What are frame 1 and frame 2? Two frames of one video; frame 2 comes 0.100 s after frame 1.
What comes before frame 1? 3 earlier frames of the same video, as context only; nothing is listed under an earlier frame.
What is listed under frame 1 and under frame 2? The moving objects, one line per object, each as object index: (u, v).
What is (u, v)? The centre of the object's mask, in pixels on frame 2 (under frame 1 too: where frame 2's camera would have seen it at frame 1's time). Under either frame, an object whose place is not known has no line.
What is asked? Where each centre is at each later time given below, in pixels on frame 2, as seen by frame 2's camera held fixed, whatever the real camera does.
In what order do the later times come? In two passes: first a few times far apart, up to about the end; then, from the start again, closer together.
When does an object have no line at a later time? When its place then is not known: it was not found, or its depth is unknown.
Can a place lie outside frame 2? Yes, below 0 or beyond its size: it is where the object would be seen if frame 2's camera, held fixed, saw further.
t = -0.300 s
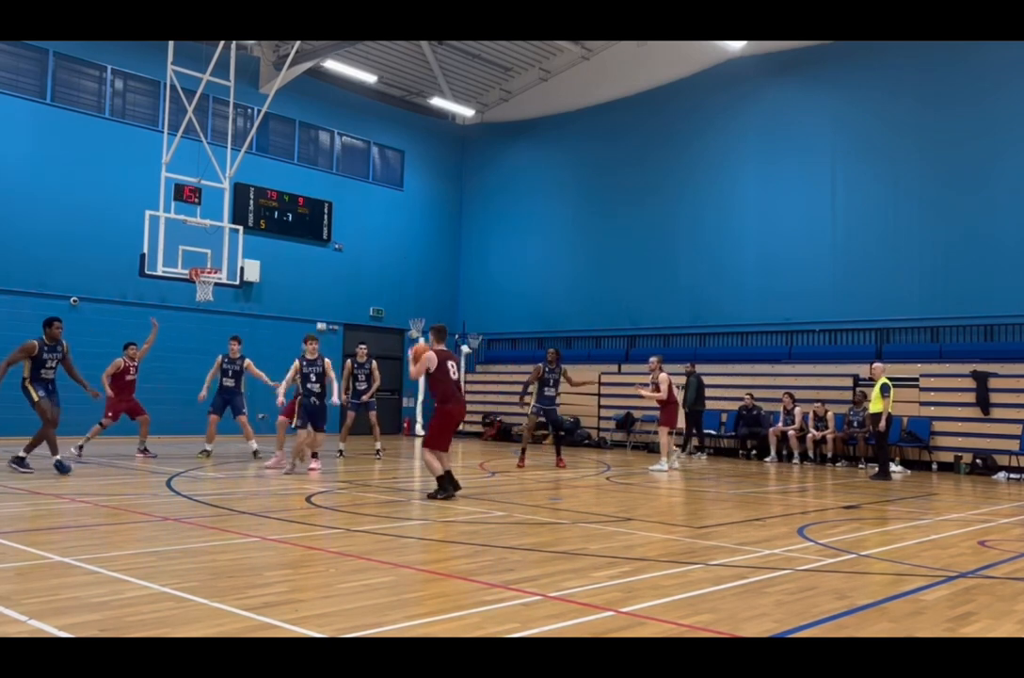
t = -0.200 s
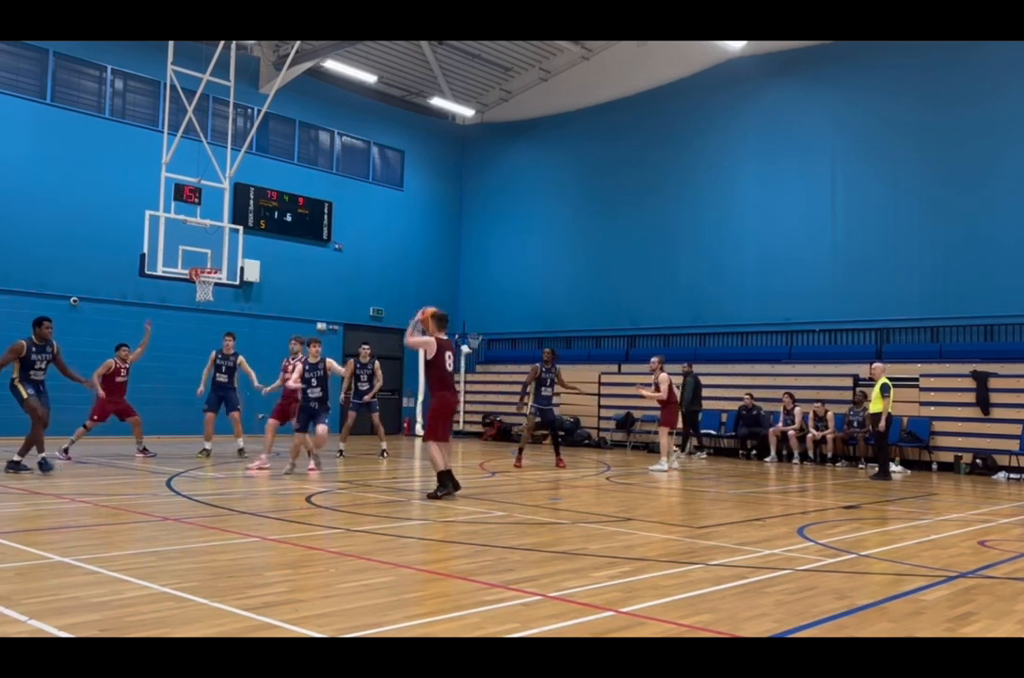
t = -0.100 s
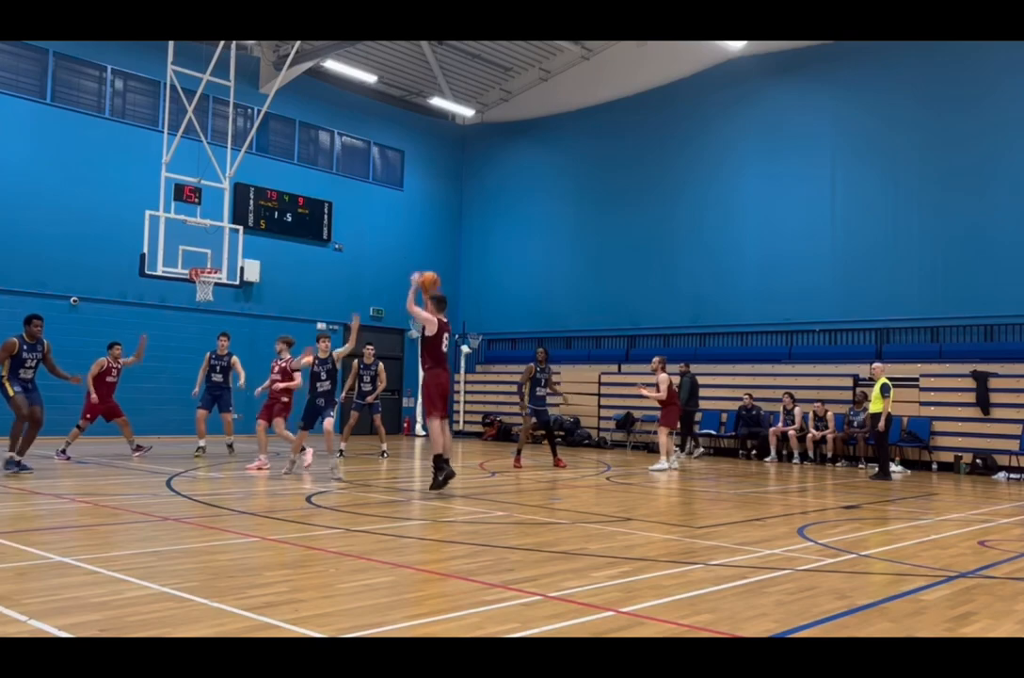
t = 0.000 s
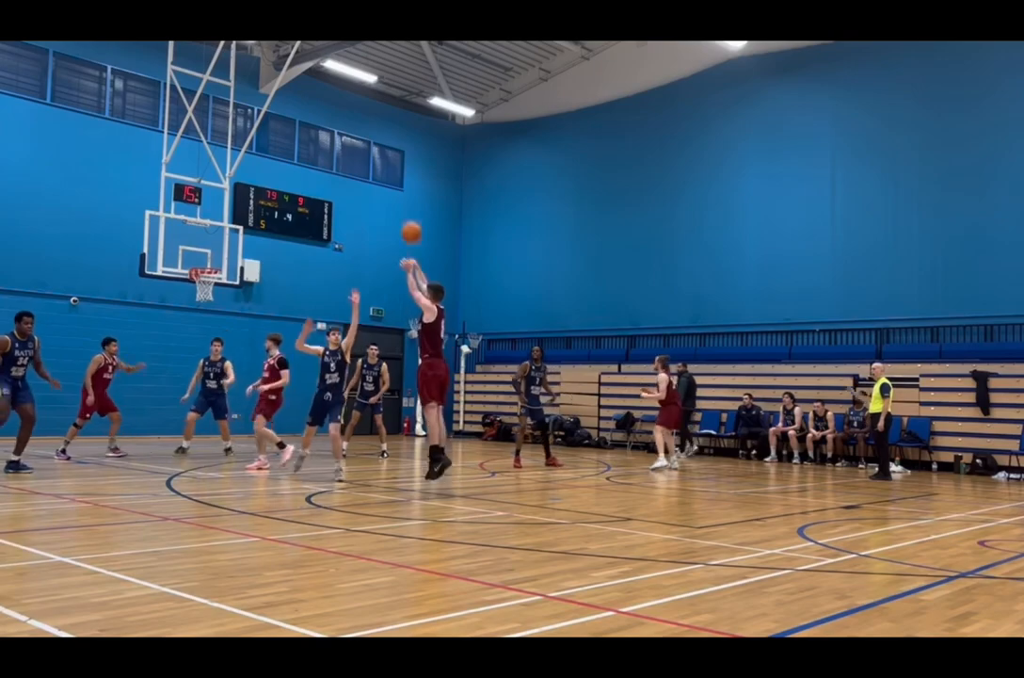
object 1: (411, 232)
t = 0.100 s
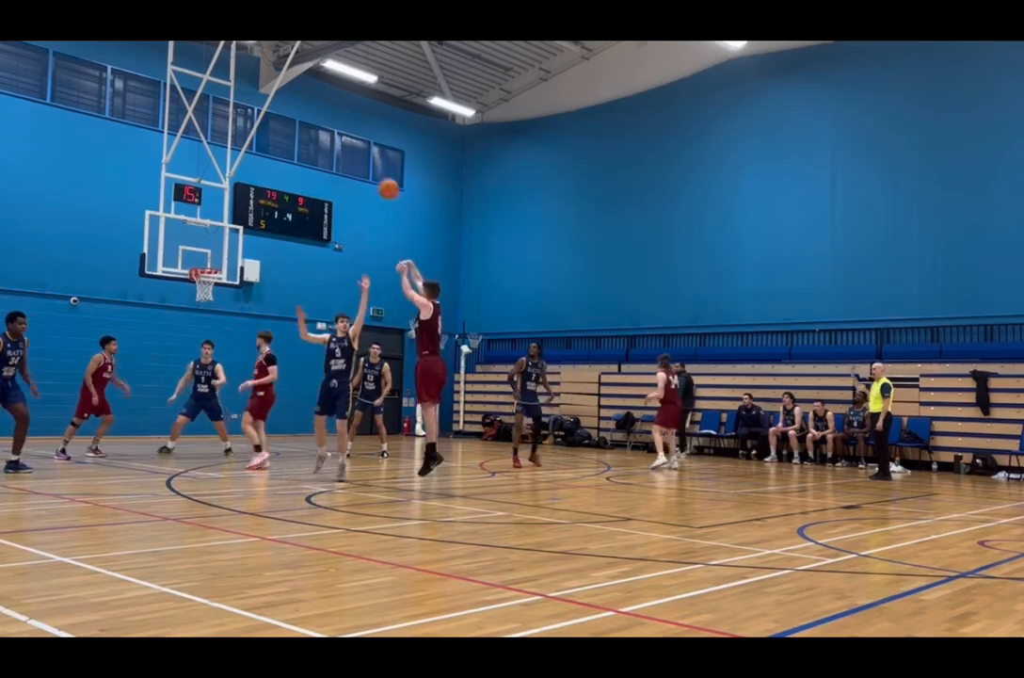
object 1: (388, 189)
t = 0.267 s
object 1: (354, 141)
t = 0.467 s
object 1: (316, 117)
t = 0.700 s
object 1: (278, 125)
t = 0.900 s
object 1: (248, 159)
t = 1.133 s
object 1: (216, 222)
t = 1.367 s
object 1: (204, 294)
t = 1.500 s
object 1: (217, 318)
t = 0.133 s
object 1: (382, 177)
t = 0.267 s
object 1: (354, 141)
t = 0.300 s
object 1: (347, 134)
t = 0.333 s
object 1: (340, 128)
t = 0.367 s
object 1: (334, 124)
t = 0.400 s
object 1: (328, 121)
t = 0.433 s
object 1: (322, 118)
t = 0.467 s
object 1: (316, 117)
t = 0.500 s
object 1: (310, 116)
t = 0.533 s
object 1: (305, 115)
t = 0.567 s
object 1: (300, 116)
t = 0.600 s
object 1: (294, 117)
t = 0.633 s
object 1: (288, 119)
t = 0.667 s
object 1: (283, 122)
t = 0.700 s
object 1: (278, 125)
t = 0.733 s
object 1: (273, 130)
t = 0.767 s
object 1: (267, 135)
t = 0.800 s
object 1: (263, 140)
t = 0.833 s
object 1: (257, 145)
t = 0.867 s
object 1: (253, 152)
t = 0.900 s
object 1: (248, 159)
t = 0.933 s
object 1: (243, 167)
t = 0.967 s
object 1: (238, 175)
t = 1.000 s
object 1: (234, 183)
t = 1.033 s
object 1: (229, 192)
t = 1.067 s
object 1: (225, 202)
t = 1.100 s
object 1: (220, 212)
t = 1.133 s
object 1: (216, 222)
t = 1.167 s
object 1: (211, 233)
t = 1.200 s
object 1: (208, 244)
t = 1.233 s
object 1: (203, 257)
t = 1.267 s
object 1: (200, 266)
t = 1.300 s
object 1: (199, 277)
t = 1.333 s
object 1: (203, 286)
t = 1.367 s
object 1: (204, 294)
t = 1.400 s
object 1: (208, 298)
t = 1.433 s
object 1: (211, 304)
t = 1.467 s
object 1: (213, 310)
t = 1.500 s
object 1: (217, 318)
